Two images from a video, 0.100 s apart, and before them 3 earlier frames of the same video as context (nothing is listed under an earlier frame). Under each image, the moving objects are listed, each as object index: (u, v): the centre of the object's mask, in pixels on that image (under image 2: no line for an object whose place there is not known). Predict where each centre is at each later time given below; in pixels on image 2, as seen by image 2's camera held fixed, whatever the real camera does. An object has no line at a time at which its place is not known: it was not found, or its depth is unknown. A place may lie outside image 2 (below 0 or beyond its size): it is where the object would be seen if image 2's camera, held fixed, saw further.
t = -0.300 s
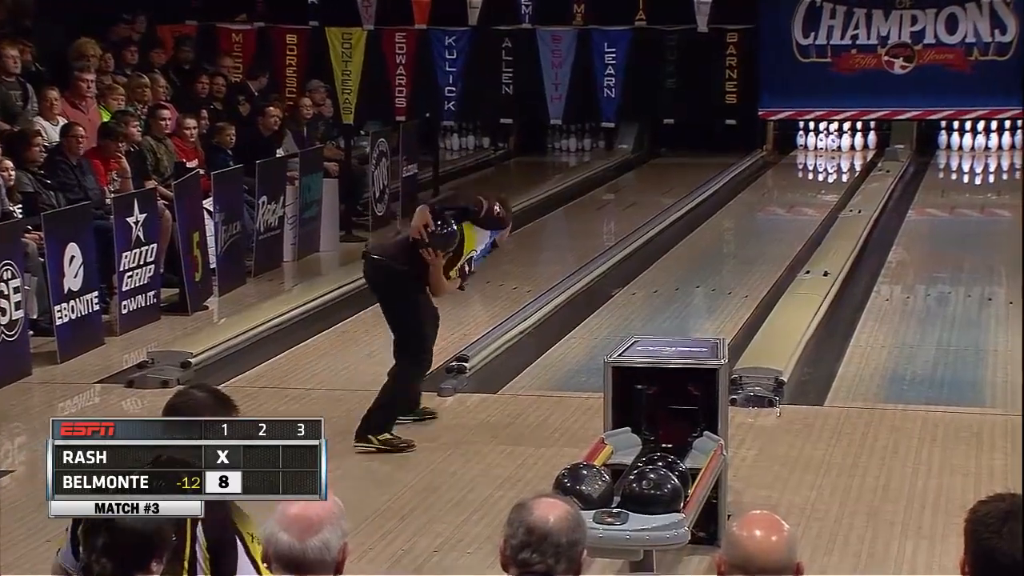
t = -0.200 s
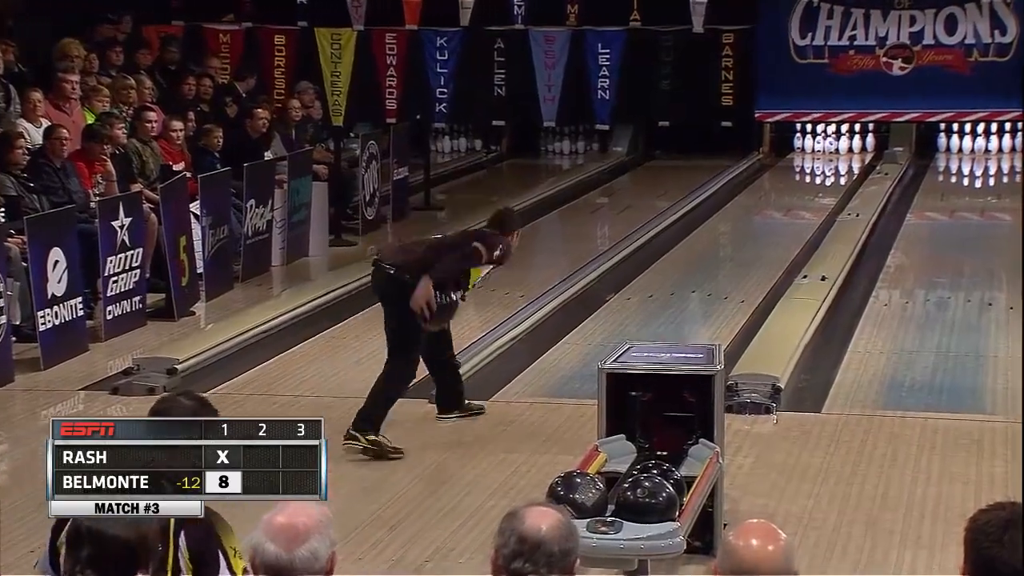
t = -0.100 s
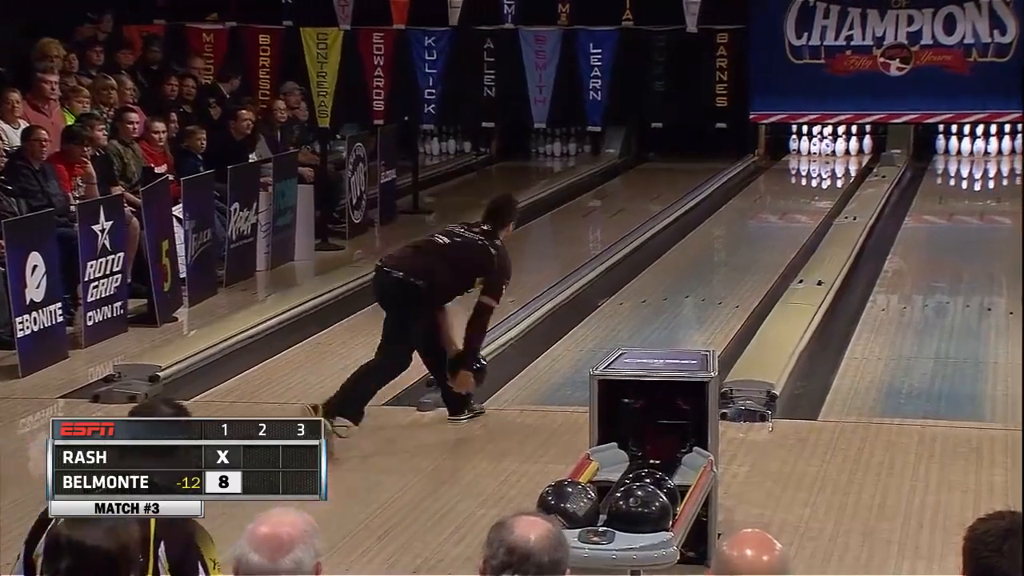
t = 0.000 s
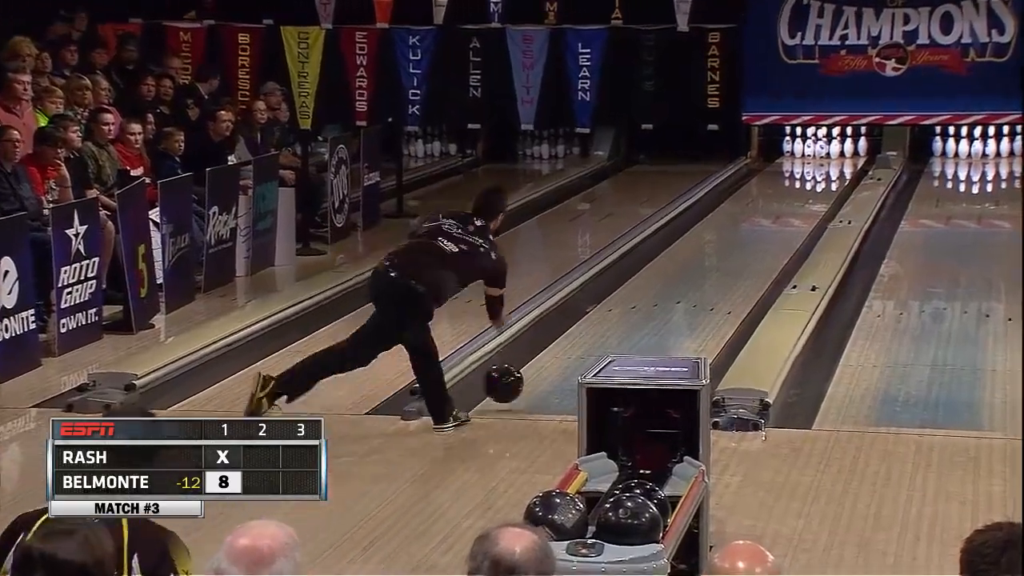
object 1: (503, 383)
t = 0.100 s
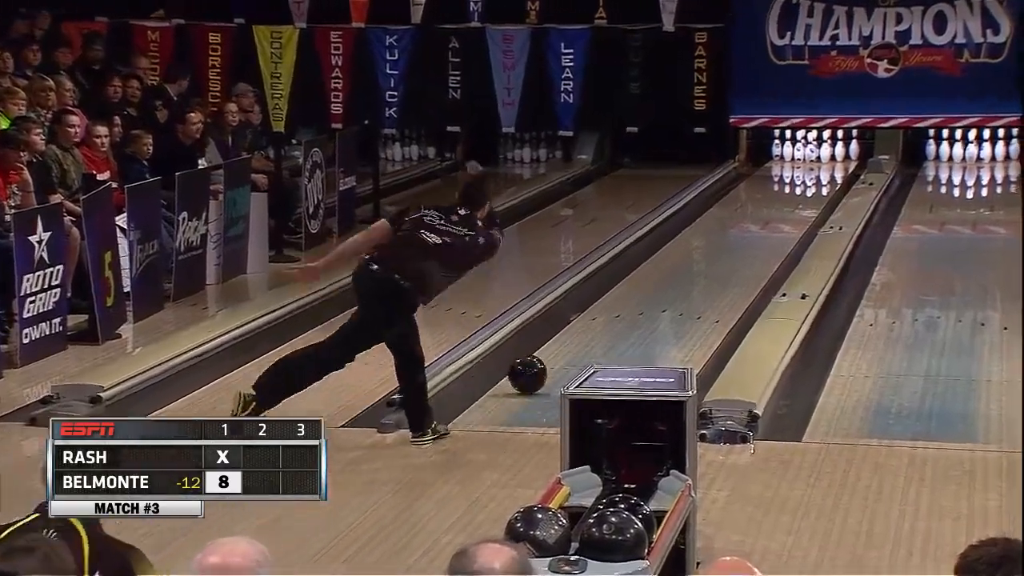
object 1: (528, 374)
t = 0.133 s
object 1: (541, 366)
